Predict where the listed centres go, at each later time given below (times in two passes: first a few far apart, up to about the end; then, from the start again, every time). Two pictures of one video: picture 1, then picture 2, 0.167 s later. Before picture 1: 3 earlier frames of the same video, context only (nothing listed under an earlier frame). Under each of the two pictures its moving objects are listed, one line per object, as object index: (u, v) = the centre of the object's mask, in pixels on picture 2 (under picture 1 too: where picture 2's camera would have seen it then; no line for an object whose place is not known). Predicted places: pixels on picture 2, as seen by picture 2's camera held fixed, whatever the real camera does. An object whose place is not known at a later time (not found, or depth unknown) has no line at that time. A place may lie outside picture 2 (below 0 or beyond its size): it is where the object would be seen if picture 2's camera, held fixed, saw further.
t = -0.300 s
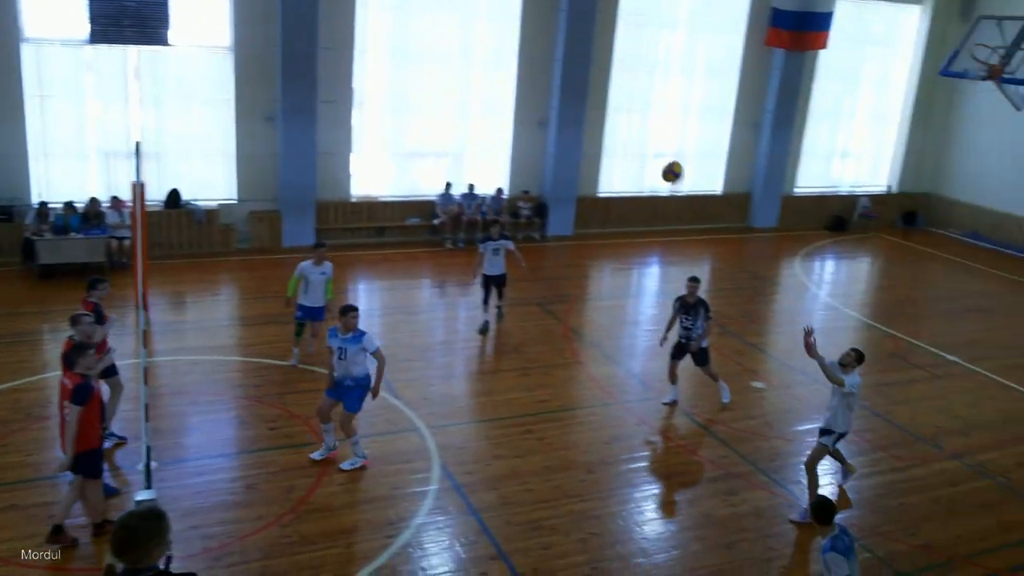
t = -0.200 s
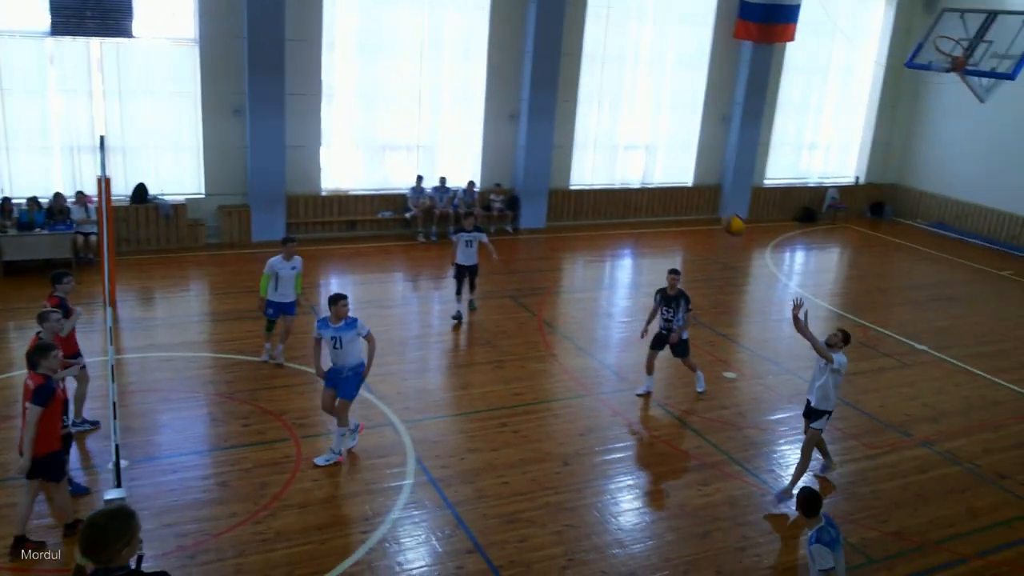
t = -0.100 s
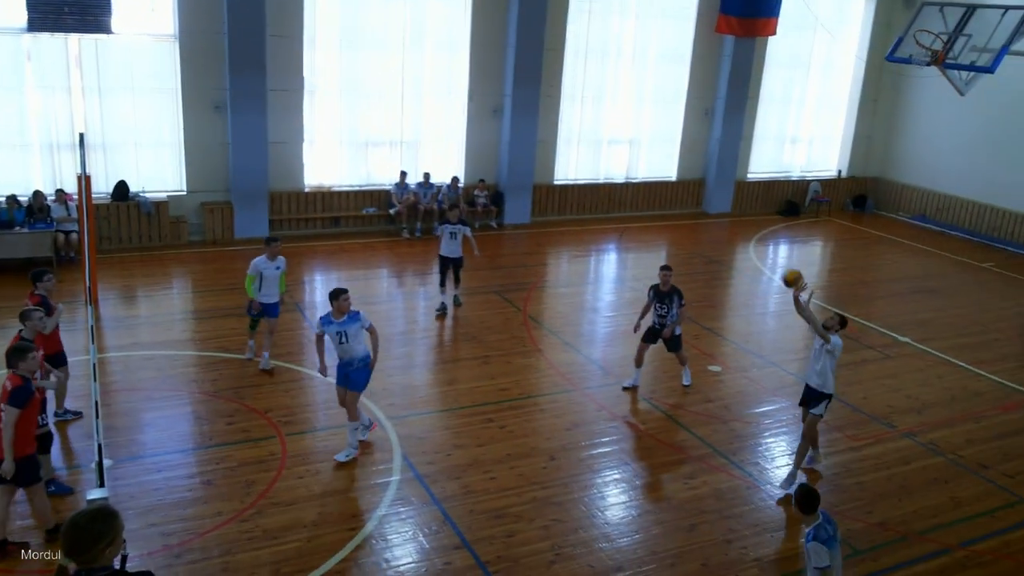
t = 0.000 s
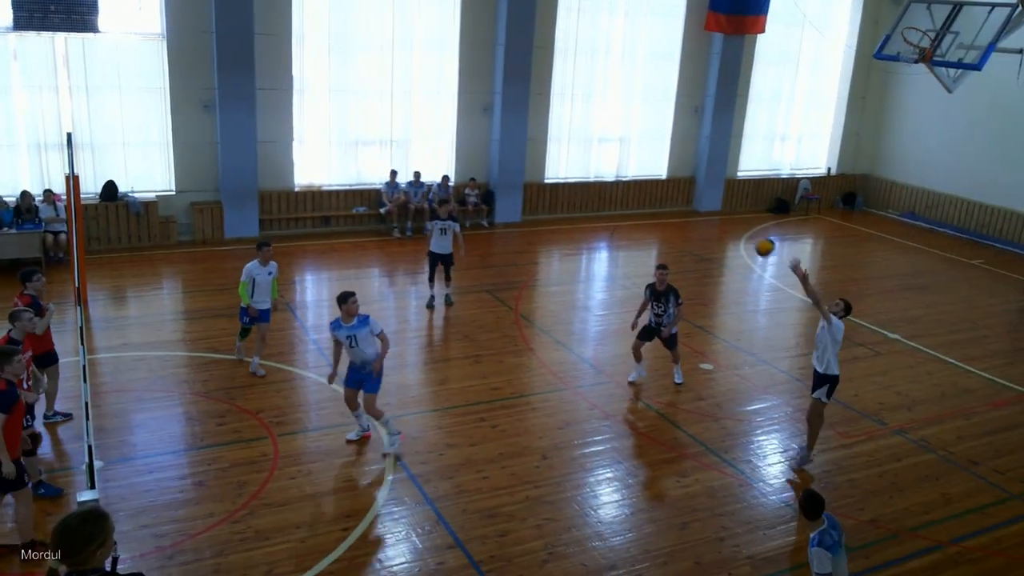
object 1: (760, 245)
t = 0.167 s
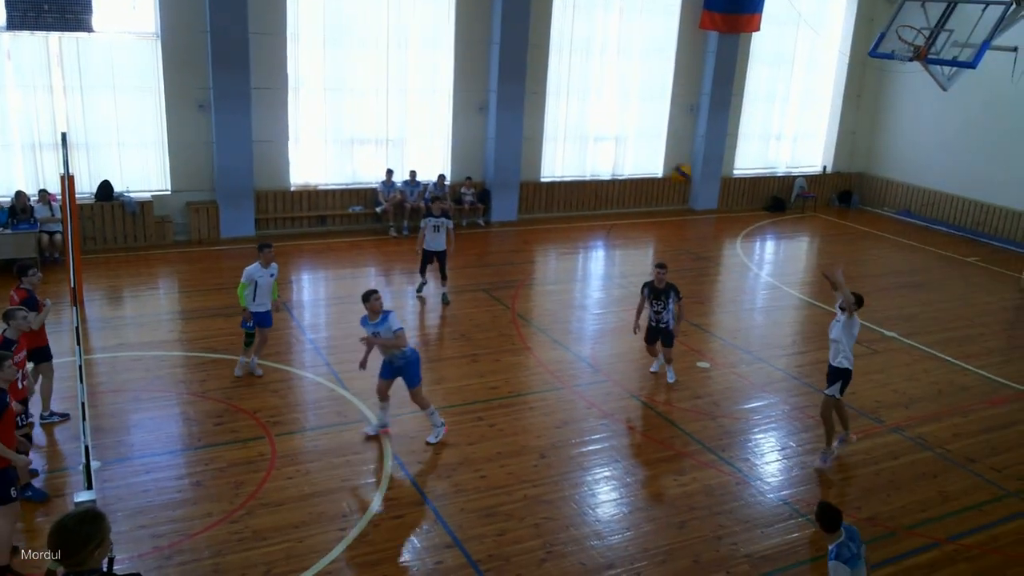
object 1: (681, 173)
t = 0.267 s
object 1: (629, 141)
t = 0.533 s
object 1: (490, 106)
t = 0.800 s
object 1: (354, 144)
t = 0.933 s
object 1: (291, 185)
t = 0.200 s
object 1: (664, 161)
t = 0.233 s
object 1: (646, 150)
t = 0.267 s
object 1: (629, 141)
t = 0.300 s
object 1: (612, 133)
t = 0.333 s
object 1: (594, 126)
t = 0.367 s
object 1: (577, 119)
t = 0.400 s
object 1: (559, 114)
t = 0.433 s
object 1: (543, 111)
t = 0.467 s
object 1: (524, 108)
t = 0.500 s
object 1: (507, 107)
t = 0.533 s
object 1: (490, 106)
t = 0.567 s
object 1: (473, 107)
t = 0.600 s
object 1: (455, 109)
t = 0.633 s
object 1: (437, 112)
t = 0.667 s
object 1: (420, 116)
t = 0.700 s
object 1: (403, 122)
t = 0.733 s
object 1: (386, 128)
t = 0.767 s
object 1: (370, 136)
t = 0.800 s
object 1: (354, 144)
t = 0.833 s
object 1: (338, 154)
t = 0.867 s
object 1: (322, 164)
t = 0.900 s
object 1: (307, 176)
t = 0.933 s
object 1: (291, 185)
